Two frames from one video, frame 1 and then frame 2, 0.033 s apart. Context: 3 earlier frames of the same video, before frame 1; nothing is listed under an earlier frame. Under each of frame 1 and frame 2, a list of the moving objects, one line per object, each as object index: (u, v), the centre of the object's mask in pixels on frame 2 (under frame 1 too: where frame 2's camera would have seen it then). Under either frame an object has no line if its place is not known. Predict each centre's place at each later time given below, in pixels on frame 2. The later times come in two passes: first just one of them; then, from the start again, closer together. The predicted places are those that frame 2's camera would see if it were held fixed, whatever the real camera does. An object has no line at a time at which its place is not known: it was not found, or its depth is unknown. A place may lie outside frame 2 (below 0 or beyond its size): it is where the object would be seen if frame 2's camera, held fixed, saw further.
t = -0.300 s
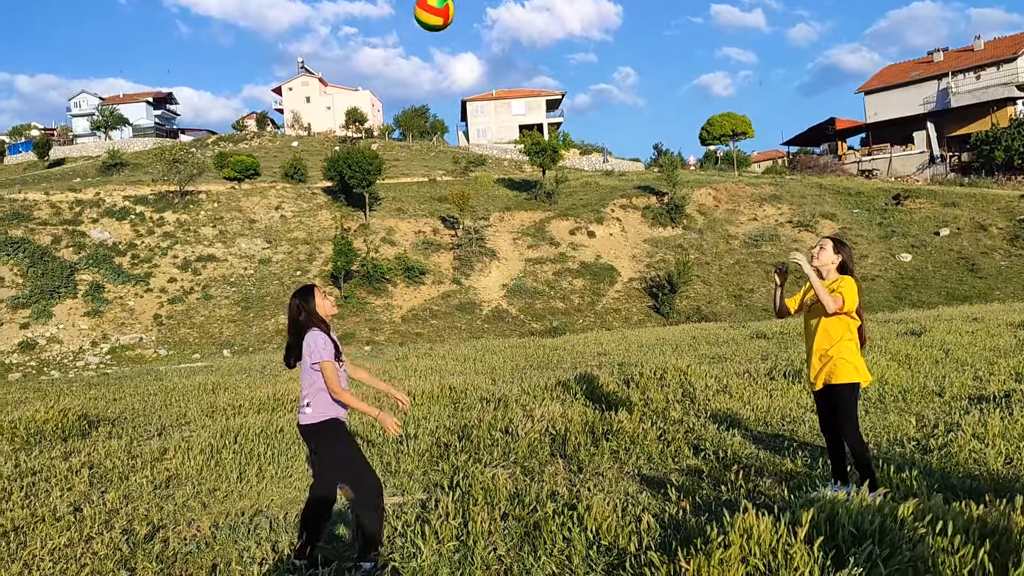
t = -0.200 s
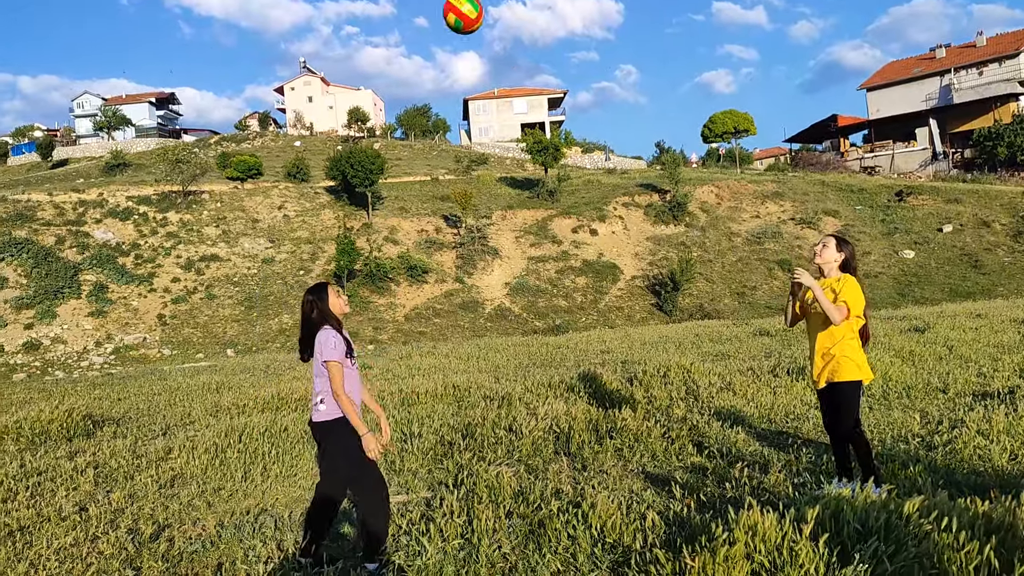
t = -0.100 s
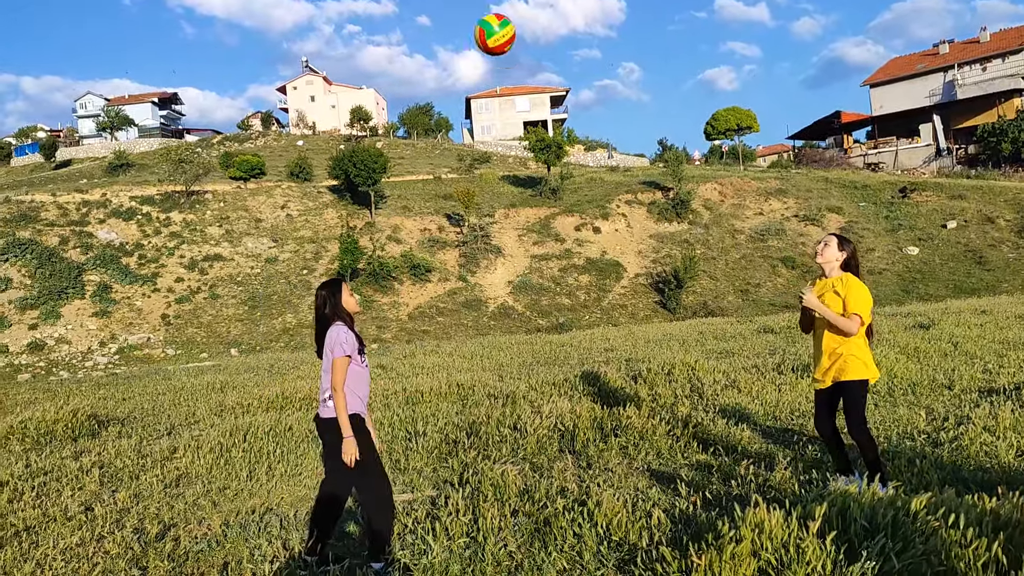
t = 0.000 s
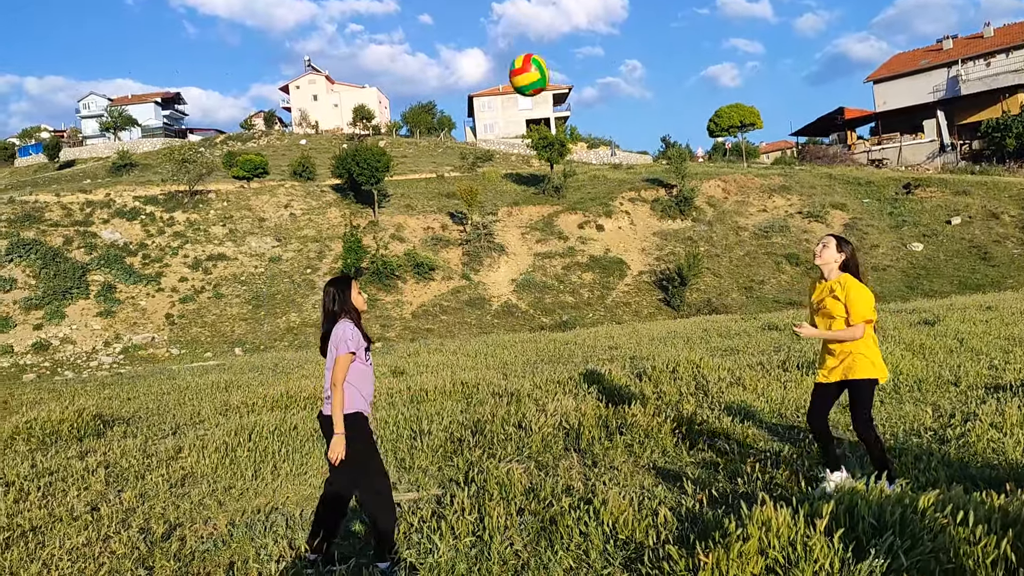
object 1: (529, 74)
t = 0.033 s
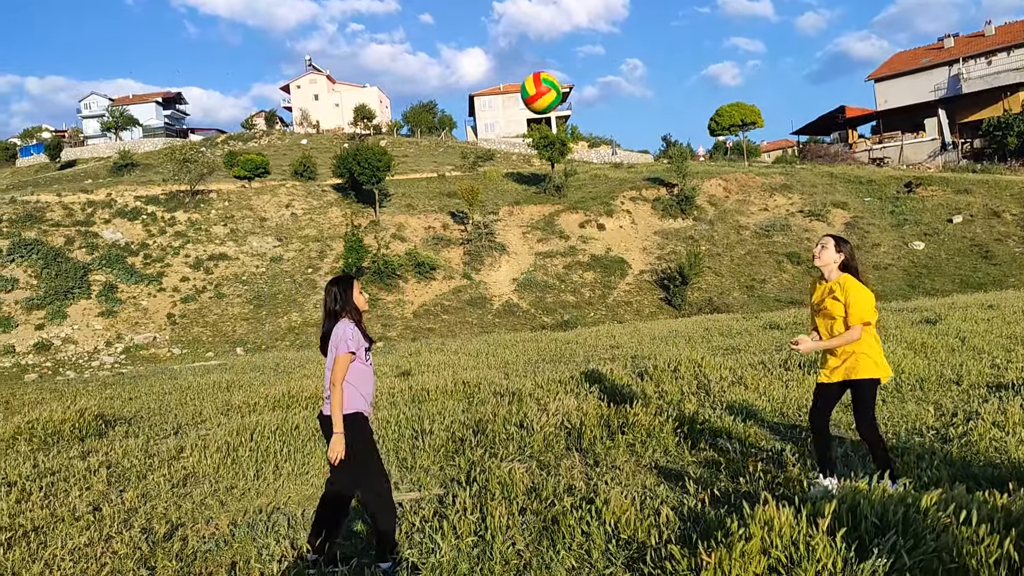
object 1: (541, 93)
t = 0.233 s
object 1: (614, 249)
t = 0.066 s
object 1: (553, 113)
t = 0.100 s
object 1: (565, 136)
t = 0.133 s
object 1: (577, 160)
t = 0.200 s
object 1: (601, 218)
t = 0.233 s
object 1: (614, 249)
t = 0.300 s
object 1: (640, 319)
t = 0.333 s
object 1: (654, 358)
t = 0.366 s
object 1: (667, 398)
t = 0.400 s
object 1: (680, 441)
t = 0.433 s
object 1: (691, 487)
